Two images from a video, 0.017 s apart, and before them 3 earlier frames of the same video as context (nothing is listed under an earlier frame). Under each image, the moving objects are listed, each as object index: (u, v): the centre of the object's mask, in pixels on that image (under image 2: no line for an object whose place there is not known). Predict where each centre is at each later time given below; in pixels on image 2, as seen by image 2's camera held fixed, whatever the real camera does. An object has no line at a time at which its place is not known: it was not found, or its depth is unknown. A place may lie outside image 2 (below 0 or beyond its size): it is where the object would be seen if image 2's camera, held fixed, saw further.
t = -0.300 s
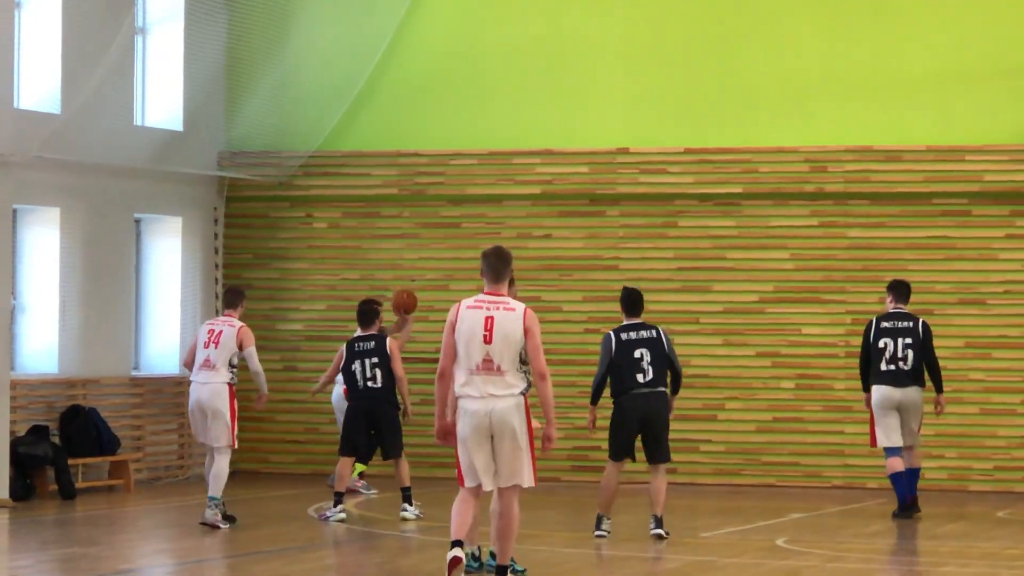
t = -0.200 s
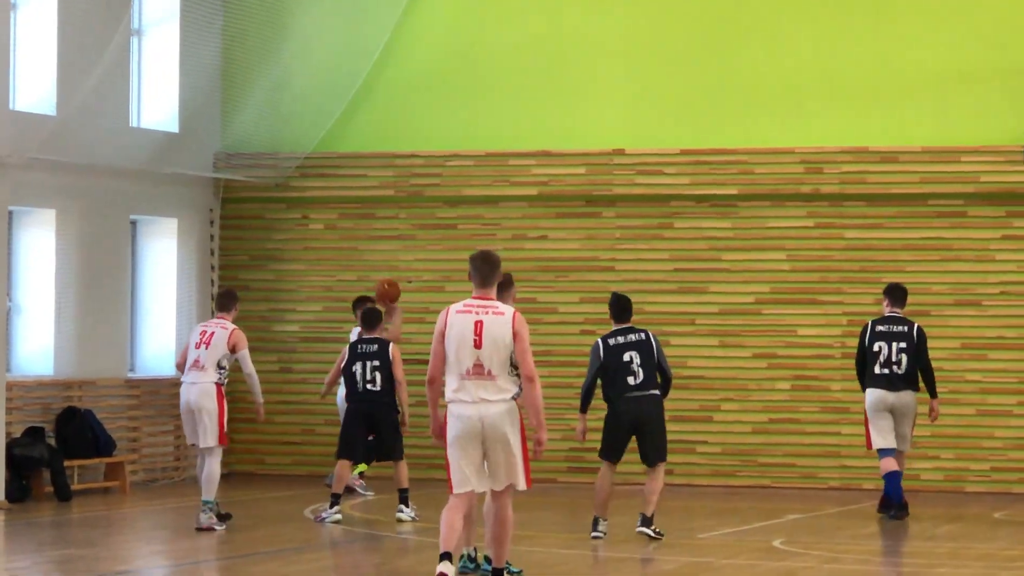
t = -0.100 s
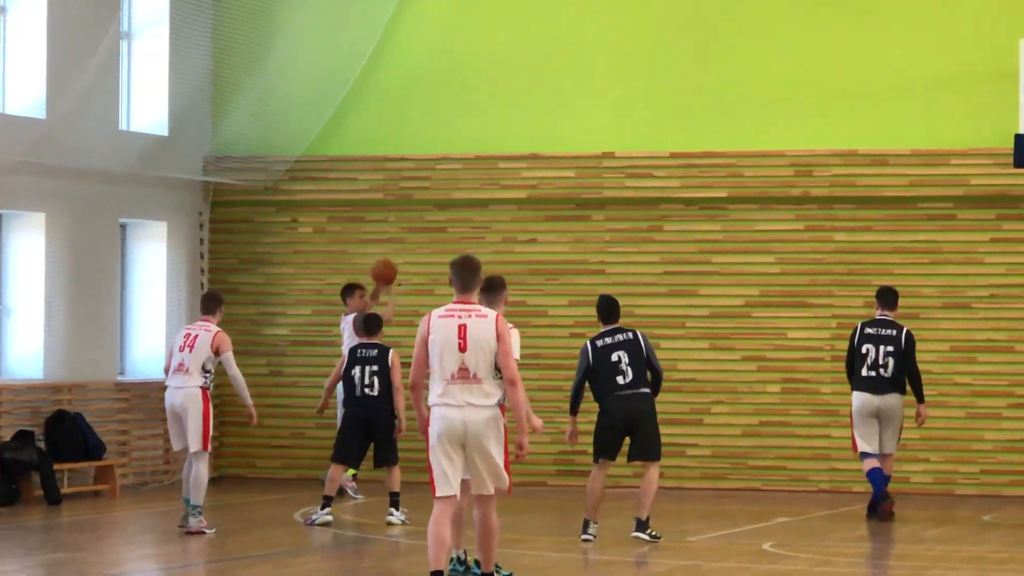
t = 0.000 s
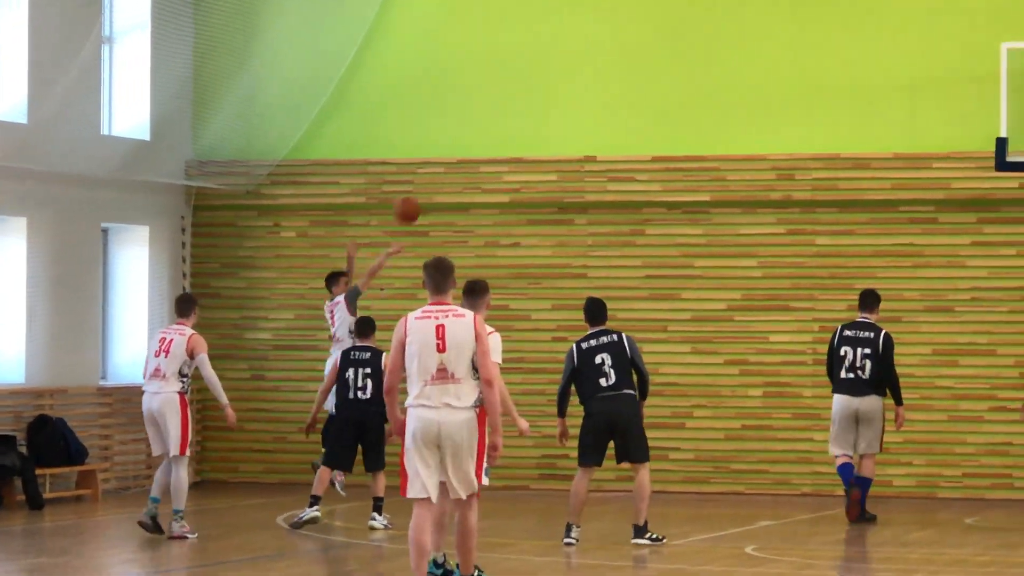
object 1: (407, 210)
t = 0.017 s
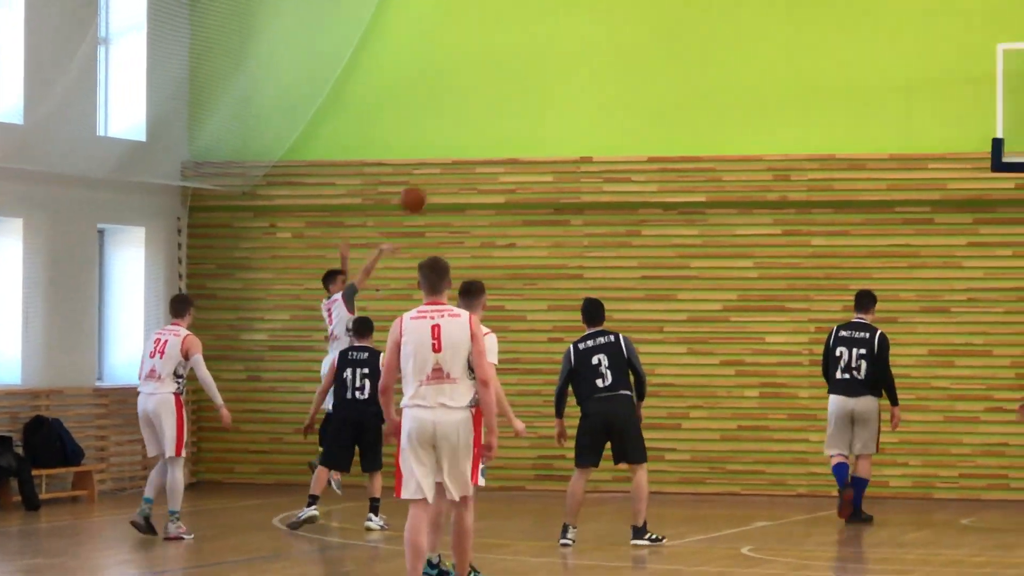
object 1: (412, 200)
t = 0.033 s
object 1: (422, 186)
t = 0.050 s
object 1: (431, 175)
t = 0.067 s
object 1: (440, 164)
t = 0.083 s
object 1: (449, 153)
